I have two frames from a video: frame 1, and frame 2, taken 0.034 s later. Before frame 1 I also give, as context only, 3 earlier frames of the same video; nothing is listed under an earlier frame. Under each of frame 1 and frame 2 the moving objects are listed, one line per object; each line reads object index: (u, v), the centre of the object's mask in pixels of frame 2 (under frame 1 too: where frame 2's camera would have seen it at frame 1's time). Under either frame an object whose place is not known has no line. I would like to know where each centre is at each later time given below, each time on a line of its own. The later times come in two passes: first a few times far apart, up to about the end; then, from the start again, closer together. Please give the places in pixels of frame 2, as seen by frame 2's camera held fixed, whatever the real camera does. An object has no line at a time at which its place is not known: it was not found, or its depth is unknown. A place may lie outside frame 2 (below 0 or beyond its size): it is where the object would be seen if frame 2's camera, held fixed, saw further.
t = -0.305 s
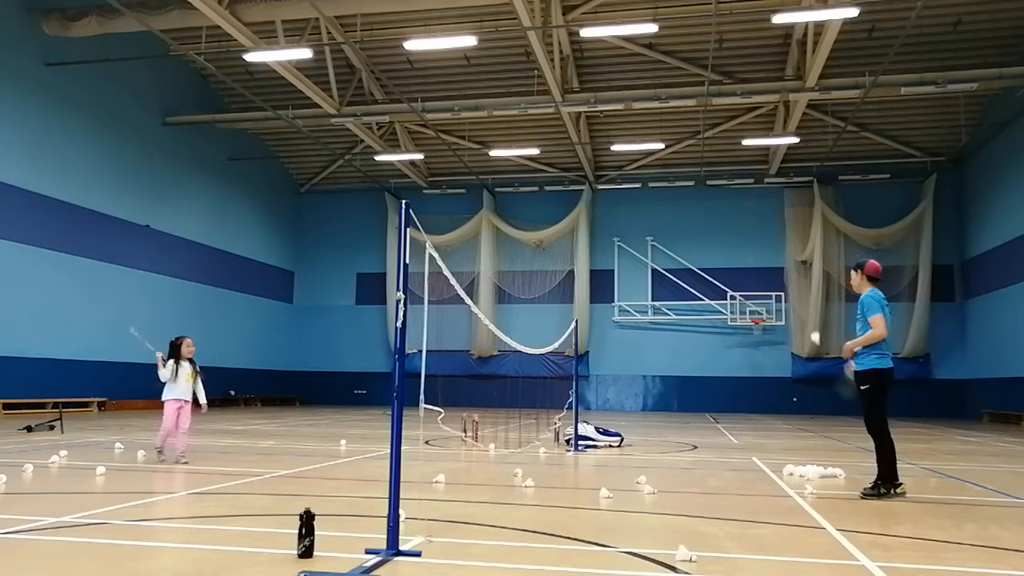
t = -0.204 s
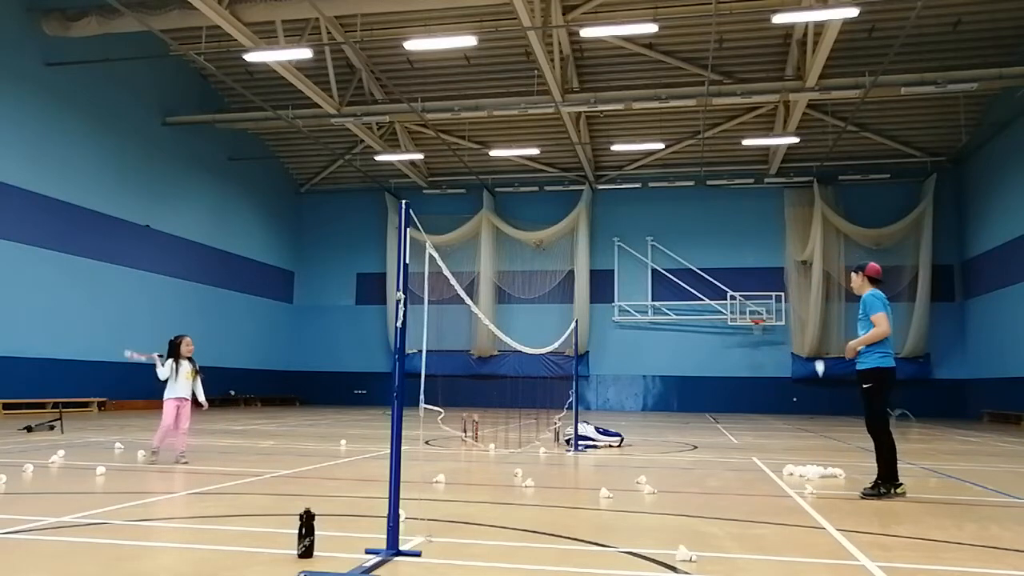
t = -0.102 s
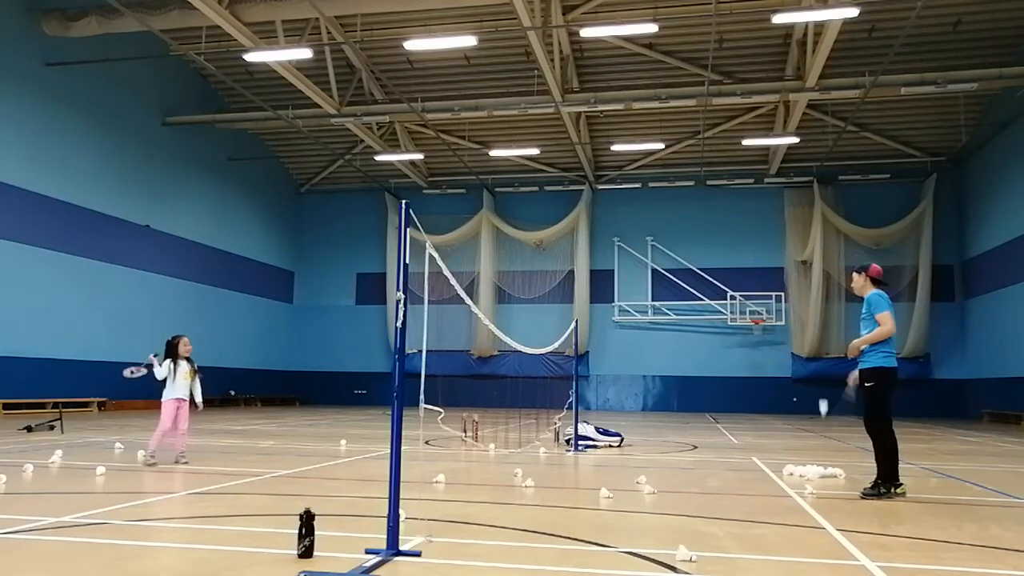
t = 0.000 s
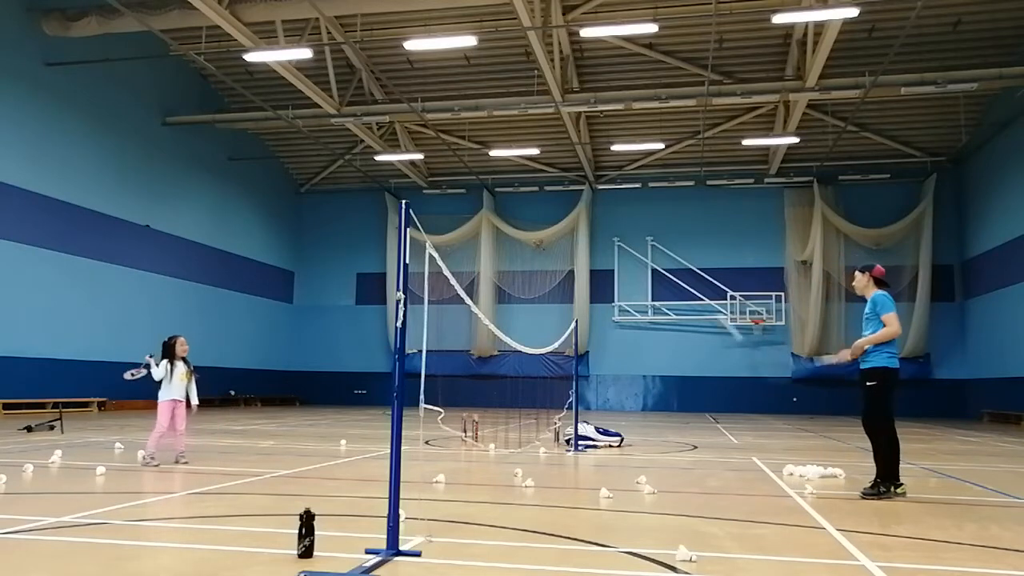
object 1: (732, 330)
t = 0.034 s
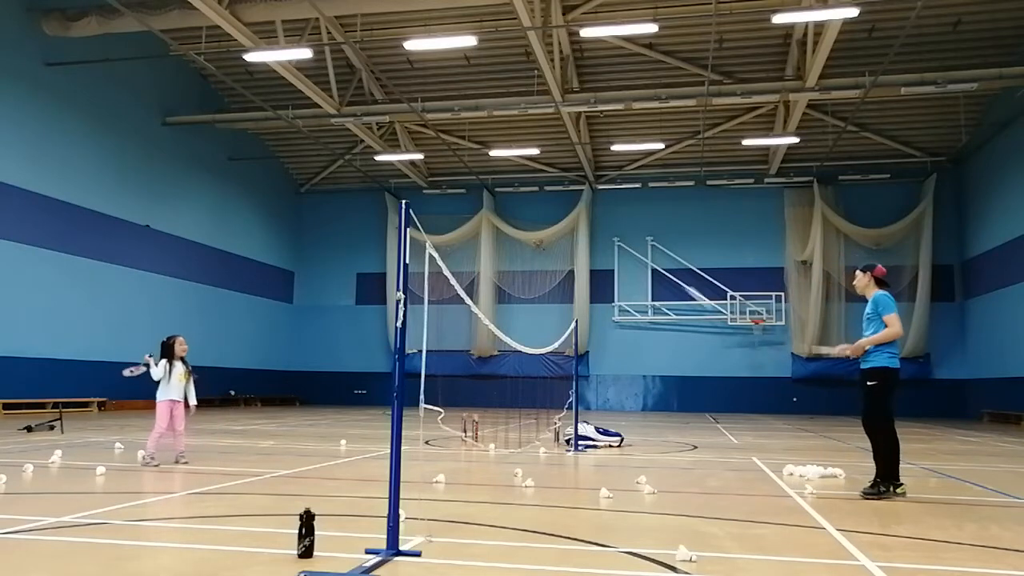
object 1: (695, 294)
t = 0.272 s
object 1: (529, 178)
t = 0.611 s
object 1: (357, 150)
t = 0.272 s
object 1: (529, 178)
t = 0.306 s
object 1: (509, 169)
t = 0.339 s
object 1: (490, 161)
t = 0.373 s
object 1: (472, 155)
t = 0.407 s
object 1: (455, 149)
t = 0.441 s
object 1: (437, 146)
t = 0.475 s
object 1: (420, 144)
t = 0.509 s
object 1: (404, 144)
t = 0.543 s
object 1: (389, 144)
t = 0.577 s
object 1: (373, 147)
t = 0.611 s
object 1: (357, 150)
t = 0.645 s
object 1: (343, 154)
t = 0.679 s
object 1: (328, 160)
